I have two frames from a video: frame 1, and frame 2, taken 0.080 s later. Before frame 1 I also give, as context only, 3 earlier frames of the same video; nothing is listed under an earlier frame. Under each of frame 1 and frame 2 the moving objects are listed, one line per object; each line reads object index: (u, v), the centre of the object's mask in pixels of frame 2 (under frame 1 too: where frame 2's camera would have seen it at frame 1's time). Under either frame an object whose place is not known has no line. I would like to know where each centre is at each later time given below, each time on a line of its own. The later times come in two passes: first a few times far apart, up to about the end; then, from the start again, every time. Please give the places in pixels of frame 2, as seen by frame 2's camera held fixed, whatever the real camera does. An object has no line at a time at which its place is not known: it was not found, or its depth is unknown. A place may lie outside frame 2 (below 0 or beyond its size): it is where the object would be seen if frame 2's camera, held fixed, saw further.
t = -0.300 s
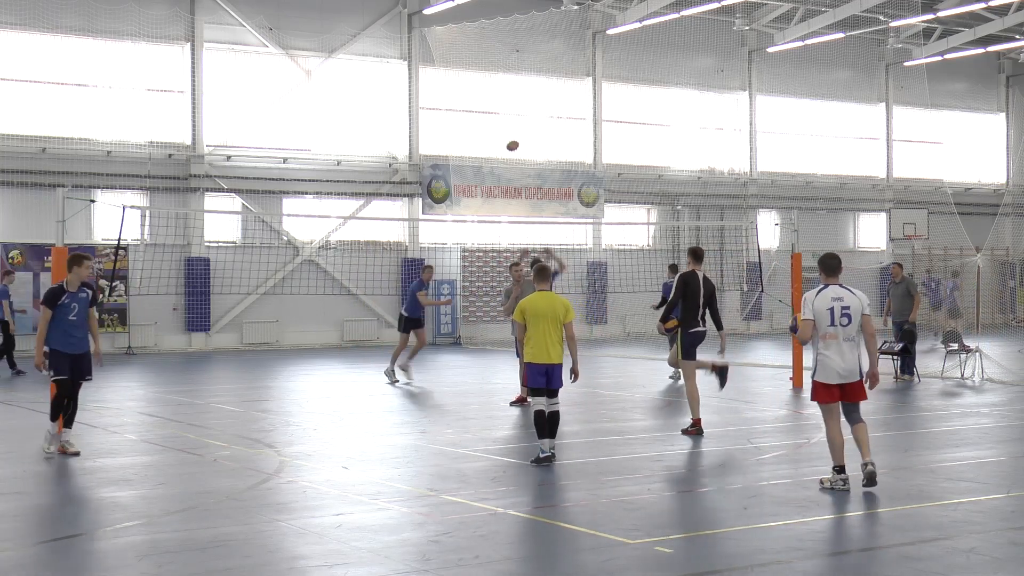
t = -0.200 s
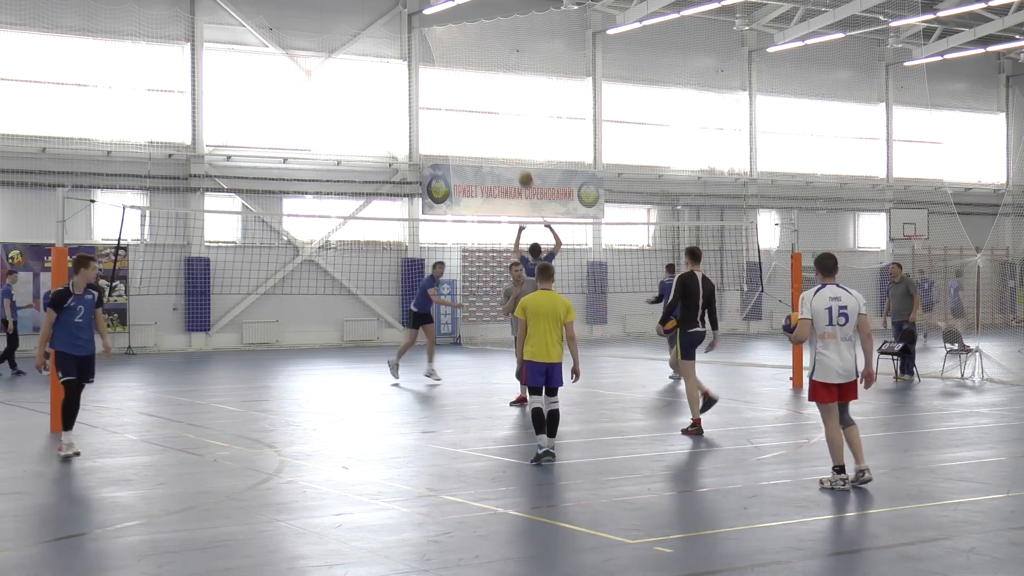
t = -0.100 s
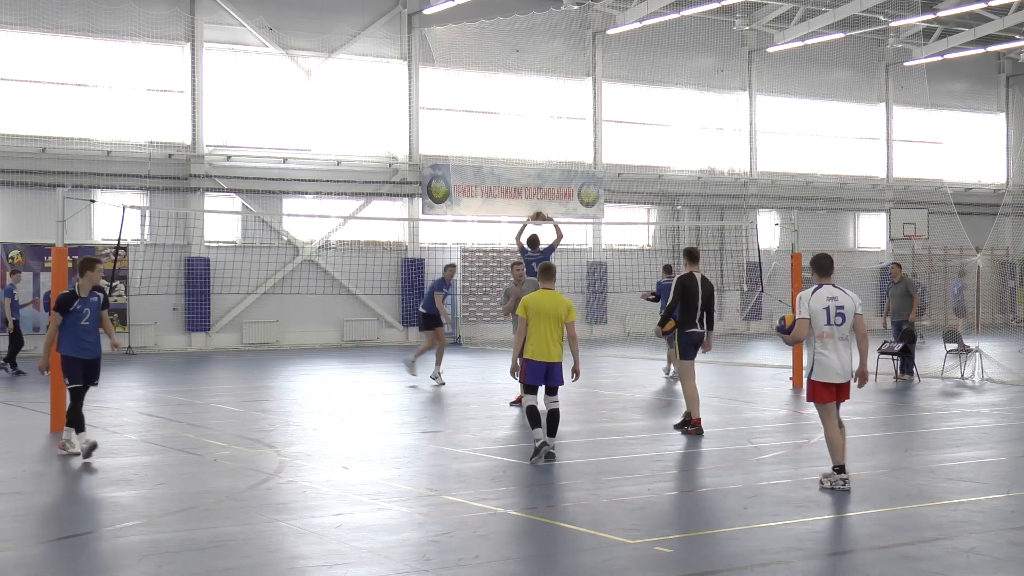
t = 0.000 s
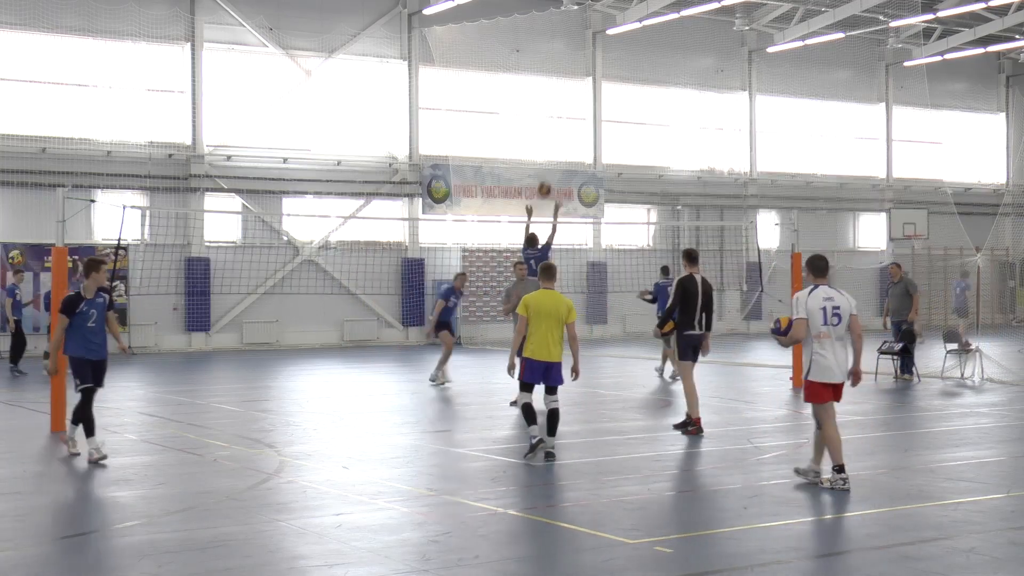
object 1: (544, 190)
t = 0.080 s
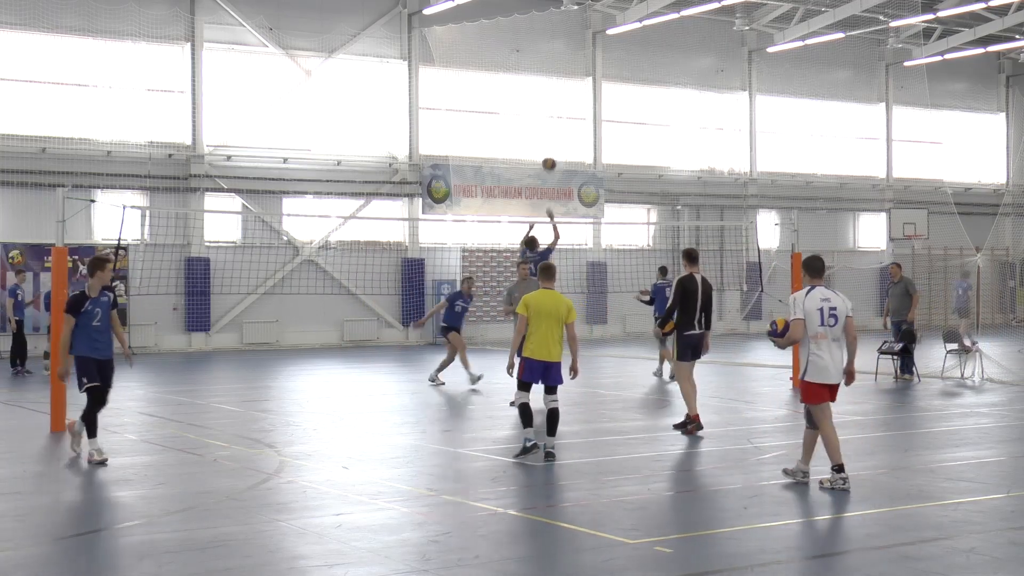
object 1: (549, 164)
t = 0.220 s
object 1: (558, 130)
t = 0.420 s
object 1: (570, 107)
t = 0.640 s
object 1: (584, 114)
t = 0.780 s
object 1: (593, 135)
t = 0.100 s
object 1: (550, 158)
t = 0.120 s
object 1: (551, 153)
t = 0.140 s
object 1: (553, 147)
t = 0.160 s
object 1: (554, 142)
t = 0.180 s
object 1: (555, 138)
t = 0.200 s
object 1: (556, 134)
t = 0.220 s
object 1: (558, 130)
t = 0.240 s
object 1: (559, 126)
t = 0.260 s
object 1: (560, 123)
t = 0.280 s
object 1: (561, 120)
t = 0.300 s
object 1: (563, 117)
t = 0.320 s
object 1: (564, 115)
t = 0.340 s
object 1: (565, 113)
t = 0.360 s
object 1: (566, 111)
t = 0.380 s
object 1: (568, 109)
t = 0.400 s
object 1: (569, 108)
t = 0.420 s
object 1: (570, 107)
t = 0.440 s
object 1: (572, 106)
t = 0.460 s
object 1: (573, 105)
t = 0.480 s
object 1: (574, 105)
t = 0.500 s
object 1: (575, 105)
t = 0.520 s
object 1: (577, 106)
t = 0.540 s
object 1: (578, 107)
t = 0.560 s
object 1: (579, 107)
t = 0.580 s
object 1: (581, 109)
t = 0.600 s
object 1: (582, 110)
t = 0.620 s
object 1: (583, 112)
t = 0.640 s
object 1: (584, 114)
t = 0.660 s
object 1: (585, 116)
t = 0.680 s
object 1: (587, 119)
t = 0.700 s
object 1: (588, 122)
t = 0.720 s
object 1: (589, 125)
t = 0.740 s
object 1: (591, 128)
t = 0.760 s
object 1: (592, 132)
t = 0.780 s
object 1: (593, 135)
